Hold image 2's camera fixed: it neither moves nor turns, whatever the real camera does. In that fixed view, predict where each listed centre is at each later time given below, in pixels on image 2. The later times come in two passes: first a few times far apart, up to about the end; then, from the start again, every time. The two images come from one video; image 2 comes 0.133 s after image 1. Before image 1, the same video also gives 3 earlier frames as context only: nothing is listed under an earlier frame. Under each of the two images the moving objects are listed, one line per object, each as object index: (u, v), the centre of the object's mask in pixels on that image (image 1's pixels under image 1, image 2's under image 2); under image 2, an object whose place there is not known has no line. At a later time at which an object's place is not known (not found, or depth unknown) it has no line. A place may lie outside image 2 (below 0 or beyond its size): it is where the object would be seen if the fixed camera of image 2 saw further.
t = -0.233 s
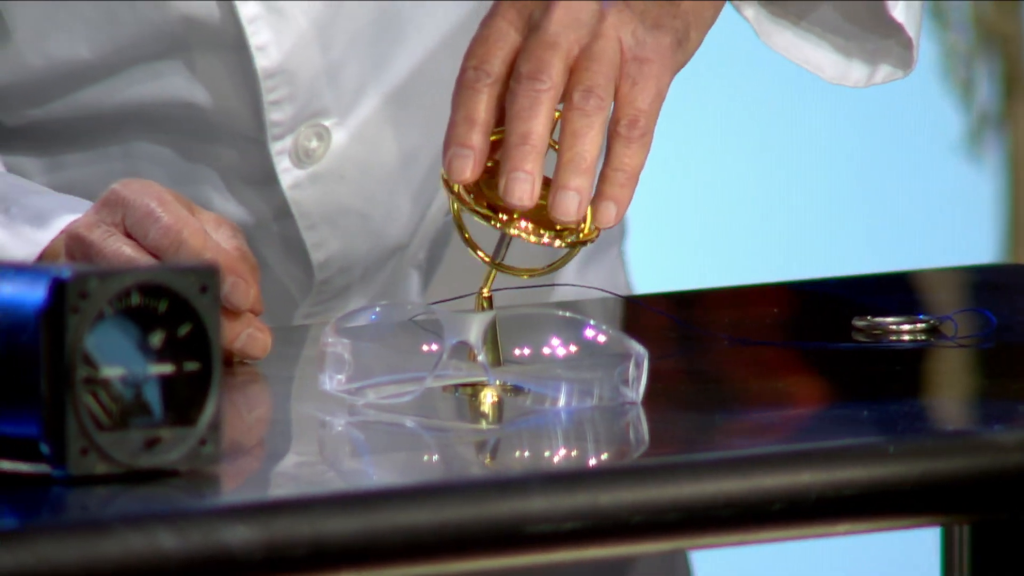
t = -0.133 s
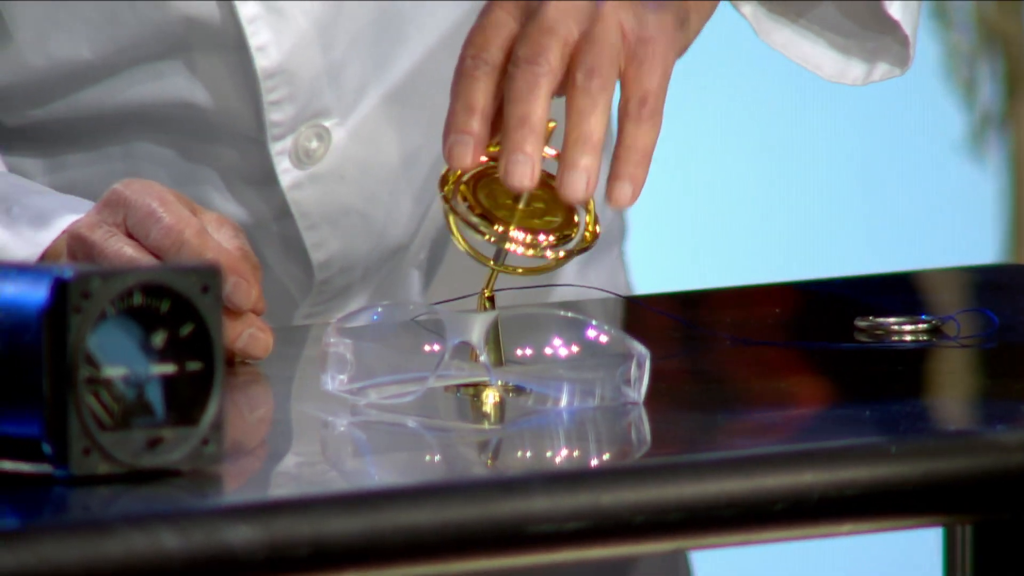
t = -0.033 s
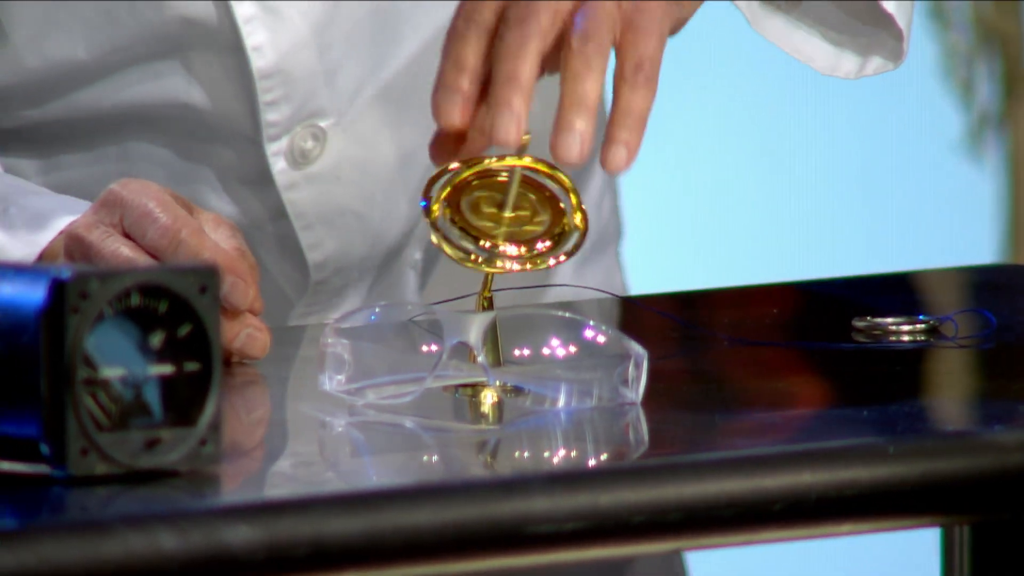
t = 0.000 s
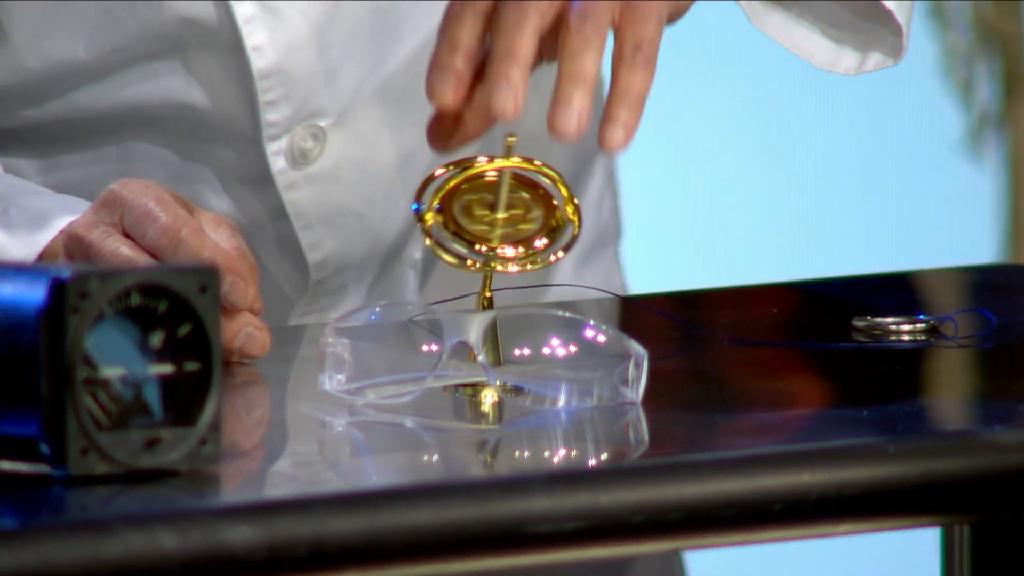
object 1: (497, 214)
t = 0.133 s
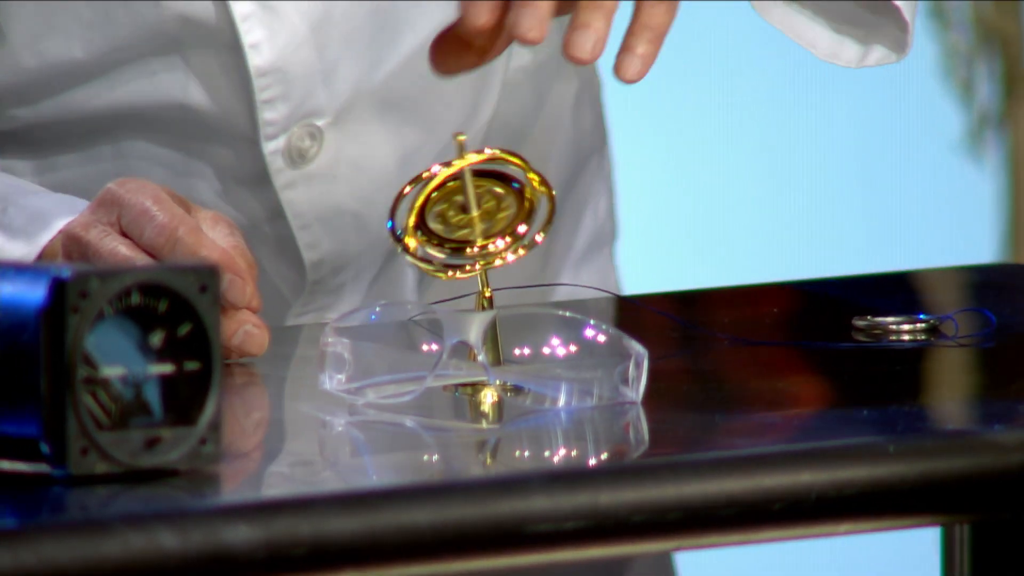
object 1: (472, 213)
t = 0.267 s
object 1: (448, 212)
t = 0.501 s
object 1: (424, 210)
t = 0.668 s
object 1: (423, 207)
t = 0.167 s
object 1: (465, 213)
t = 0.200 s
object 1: (459, 213)
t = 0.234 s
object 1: (454, 212)
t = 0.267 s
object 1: (448, 212)
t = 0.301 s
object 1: (443, 212)
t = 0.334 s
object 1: (439, 212)
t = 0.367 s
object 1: (434, 212)
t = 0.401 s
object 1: (430, 211)
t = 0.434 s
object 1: (428, 211)
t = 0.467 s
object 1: (426, 211)
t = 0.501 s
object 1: (424, 210)
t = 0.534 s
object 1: (423, 210)
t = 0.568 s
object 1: (423, 209)
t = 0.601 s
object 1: (422, 209)
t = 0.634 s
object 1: (422, 208)
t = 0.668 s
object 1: (423, 207)
